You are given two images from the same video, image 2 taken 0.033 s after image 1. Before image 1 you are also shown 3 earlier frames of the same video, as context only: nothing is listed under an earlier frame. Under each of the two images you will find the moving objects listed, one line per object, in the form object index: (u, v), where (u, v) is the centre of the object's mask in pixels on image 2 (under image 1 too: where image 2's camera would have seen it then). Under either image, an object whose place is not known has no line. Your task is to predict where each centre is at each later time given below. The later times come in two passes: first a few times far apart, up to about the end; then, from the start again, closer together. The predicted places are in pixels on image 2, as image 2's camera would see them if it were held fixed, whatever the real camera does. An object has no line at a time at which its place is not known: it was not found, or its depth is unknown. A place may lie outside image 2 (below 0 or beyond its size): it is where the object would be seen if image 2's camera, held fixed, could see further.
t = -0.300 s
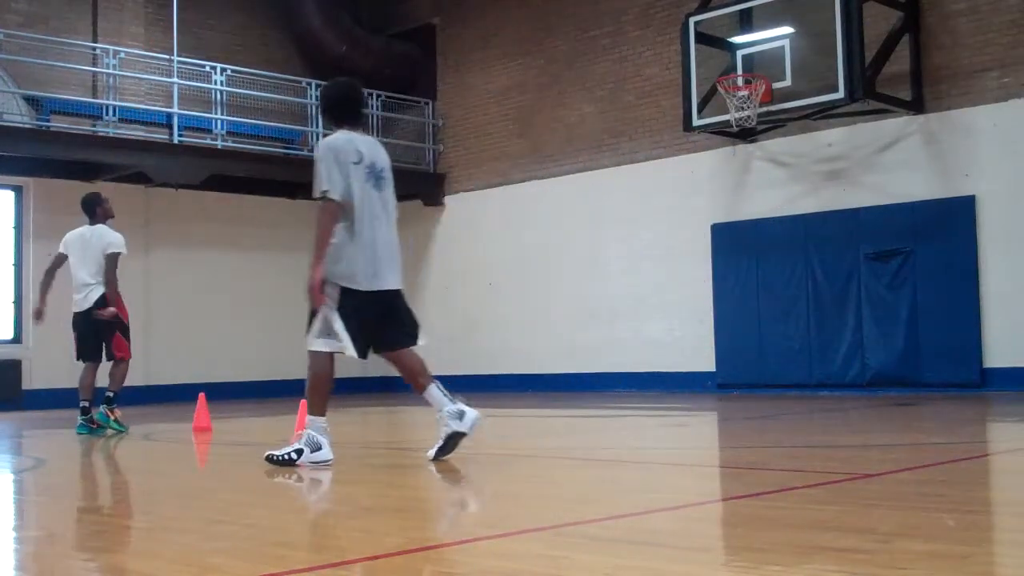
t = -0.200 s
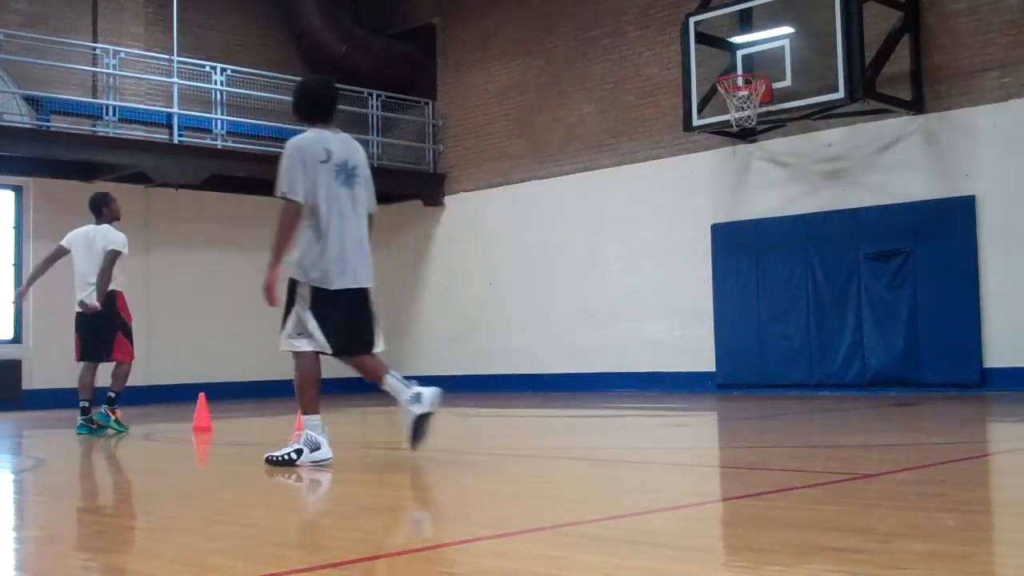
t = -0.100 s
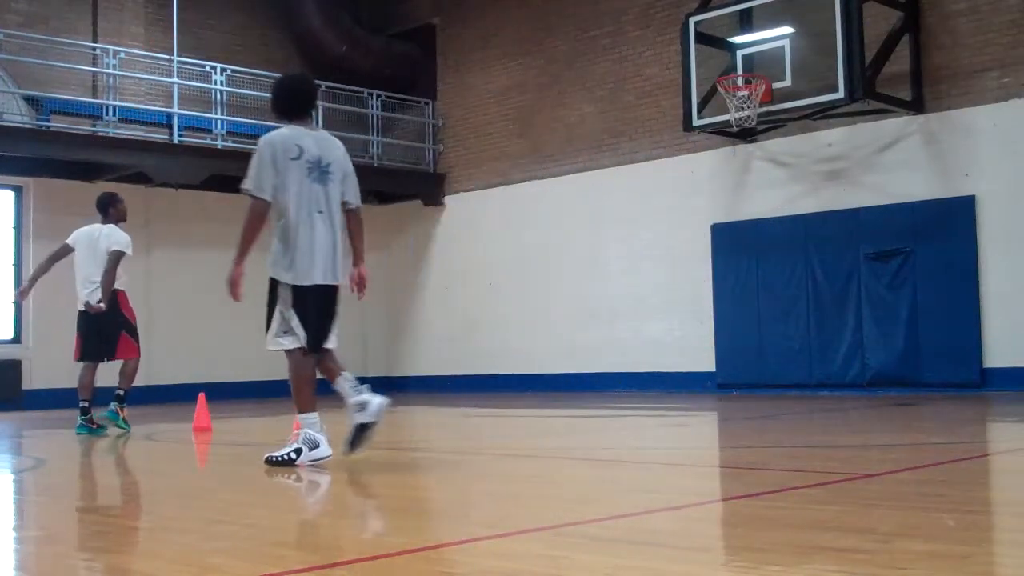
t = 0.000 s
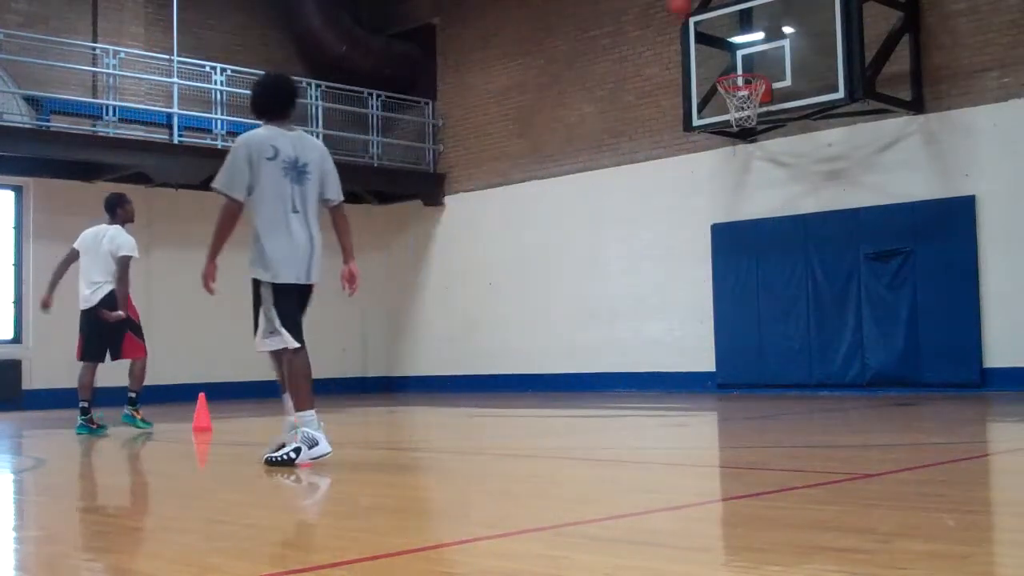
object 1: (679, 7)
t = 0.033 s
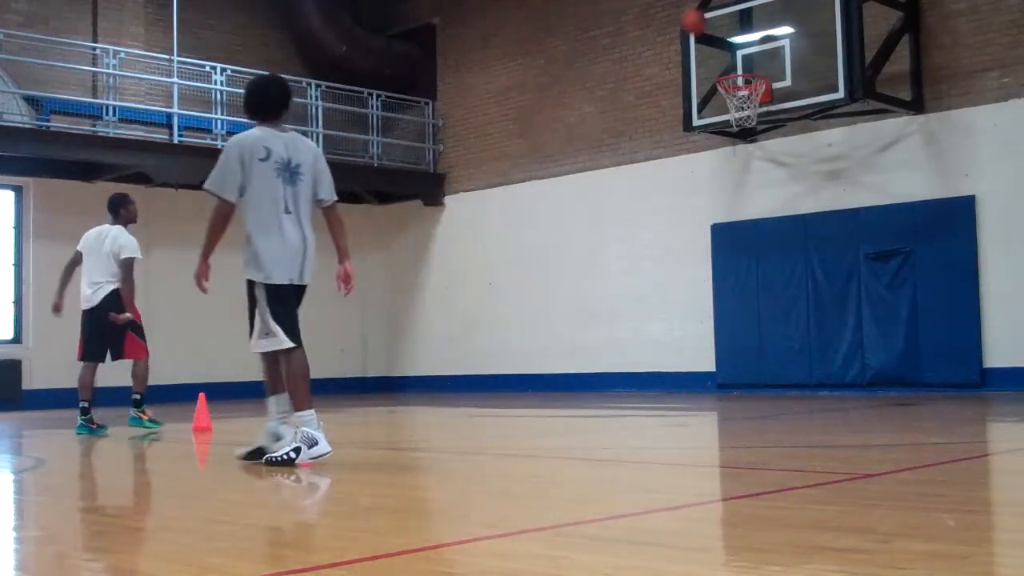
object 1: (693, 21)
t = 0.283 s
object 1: (705, 85)
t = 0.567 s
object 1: (638, 134)
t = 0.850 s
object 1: (576, 254)
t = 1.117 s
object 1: (527, 367)
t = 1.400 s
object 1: (486, 266)
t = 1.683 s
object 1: (448, 239)
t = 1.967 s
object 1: (412, 281)
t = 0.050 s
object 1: (702, 30)
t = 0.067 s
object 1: (707, 38)
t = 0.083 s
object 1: (713, 47)
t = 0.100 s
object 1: (718, 56)
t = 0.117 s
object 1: (726, 65)
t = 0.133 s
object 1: (731, 70)
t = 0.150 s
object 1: (736, 79)
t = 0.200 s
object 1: (727, 83)
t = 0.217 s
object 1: (721, 79)
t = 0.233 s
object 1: (715, 82)
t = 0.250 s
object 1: (706, 83)
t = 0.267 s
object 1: (706, 84)
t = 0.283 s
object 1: (705, 85)
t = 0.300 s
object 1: (699, 87)
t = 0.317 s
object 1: (696, 87)
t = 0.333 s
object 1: (692, 89)
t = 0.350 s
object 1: (690, 90)
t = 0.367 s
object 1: (685, 92)
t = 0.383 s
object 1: (680, 95)
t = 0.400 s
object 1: (676, 98)
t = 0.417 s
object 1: (673, 99)
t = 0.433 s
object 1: (669, 103)
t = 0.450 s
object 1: (664, 105)
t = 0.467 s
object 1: (662, 109)
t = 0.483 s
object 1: (655, 112)
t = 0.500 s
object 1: (651, 116)
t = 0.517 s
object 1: (648, 119)
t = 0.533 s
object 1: (644, 125)
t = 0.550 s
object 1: (641, 128)
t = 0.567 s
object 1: (638, 134)
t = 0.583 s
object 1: (634, 139)
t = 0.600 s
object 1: (629, 145)
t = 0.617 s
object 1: (625, 151)
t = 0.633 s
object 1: (622, 156)
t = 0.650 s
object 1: (618, 162)
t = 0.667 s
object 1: (614, 168)
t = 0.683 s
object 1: (610, 175)
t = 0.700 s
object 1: (607, 182)
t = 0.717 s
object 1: (603, 189)
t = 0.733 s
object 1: (600, 196)
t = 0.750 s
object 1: (596, 204)
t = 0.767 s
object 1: (593, 212)
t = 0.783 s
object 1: (589, 219)
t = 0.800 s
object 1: (586, 228)
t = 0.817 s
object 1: (582, 236)
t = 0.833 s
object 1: (579, 245)
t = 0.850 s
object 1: (576, 254)
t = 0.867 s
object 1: (573, 262)
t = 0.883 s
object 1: (569, 272)
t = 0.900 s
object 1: (566, 282)
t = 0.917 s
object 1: (562, 290)
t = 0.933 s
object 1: (559, 301)
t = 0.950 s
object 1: (556, 311)
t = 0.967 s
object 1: (553, 321)
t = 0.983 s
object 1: (550, 332)
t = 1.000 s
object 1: (547, 343)
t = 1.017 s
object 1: (544, 354)
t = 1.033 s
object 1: (541, 365)
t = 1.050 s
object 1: (538, 377)
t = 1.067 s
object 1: (535, 387)
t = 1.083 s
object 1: (532, 385)
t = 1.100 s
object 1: (530, 375)
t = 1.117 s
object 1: (527, 367)
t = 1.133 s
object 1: (525, 358)
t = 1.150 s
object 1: (522, 350)
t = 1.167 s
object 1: (520, 343)
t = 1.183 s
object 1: (517, 336)
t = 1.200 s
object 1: (515, 329)
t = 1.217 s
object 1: (512, 322)
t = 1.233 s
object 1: (510, 316)
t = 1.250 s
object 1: (507, 310)
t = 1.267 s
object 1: (505, 304)
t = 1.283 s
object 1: (502, 298)
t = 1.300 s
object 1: (500, 293)
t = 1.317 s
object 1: (498, 288)
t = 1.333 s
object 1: (495, 283)
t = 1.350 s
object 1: (493, 279)
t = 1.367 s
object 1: (490, 274)
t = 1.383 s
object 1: (488, 270)
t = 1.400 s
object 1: (486, 266)
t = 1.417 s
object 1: (483, 263)
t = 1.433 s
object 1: (481, 260)
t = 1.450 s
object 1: (479, 256)
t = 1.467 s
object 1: (476, 254)
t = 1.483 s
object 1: (474, 251)
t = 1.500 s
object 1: (472, 249)
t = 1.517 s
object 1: (469, 247)
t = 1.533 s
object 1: (467, 245)
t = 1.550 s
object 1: (465, 243)
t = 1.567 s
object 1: (463, 242)
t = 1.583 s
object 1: (461, 240)
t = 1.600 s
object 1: (459, 240)
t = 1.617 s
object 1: (456, 239)
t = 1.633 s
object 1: (454, 239)
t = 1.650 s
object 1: (452, 239)
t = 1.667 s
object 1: (450, 239)
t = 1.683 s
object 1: (448, 239)
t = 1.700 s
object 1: (445, 240)
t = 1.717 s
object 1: (444, 240)
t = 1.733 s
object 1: (441, 241)
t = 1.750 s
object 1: (439, 243)
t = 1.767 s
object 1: (437, 245)
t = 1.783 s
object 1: (435, 246)
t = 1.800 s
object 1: (433, 248)
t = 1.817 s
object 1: (431, 250)
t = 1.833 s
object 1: (429, 253)
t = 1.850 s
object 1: (427, 256)
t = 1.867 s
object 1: (425, 259)
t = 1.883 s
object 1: (423, 262)
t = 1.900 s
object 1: (421, 265)
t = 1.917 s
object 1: (419, 269)
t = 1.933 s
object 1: (417, 273)
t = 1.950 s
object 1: (414, 276)
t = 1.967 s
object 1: (412, 281)
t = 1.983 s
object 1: (410, 285)
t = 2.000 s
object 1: (408, 290)
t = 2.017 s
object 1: (406, 296)
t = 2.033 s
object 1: (405, 301)
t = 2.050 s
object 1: (403, 306)
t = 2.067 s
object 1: (401, 312)
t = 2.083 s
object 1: (399, 318)
